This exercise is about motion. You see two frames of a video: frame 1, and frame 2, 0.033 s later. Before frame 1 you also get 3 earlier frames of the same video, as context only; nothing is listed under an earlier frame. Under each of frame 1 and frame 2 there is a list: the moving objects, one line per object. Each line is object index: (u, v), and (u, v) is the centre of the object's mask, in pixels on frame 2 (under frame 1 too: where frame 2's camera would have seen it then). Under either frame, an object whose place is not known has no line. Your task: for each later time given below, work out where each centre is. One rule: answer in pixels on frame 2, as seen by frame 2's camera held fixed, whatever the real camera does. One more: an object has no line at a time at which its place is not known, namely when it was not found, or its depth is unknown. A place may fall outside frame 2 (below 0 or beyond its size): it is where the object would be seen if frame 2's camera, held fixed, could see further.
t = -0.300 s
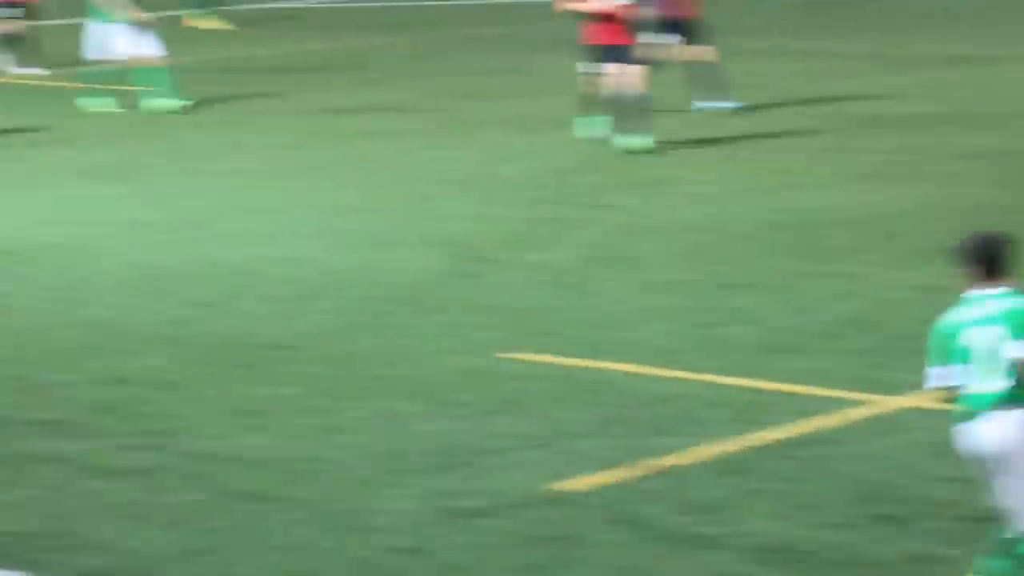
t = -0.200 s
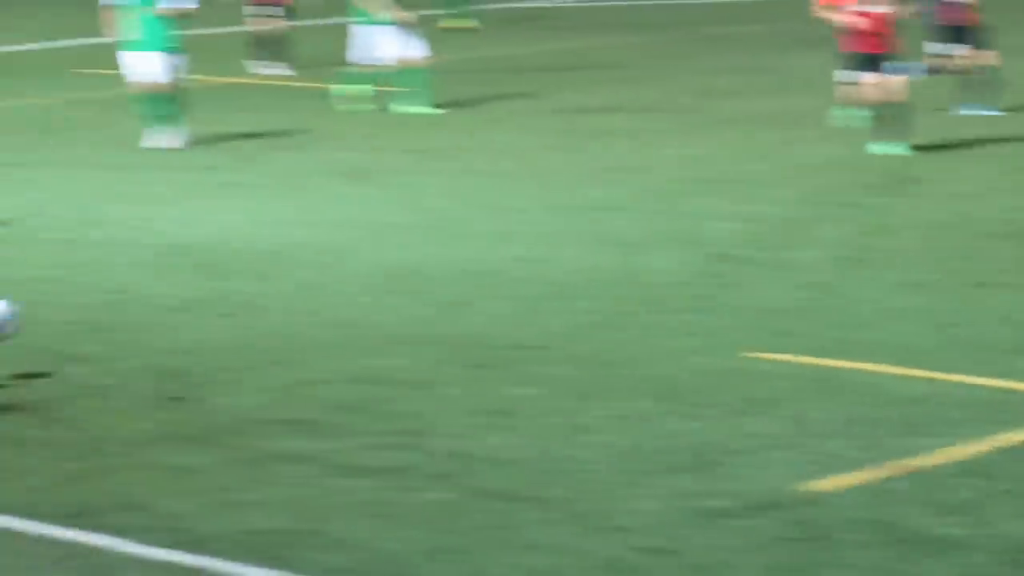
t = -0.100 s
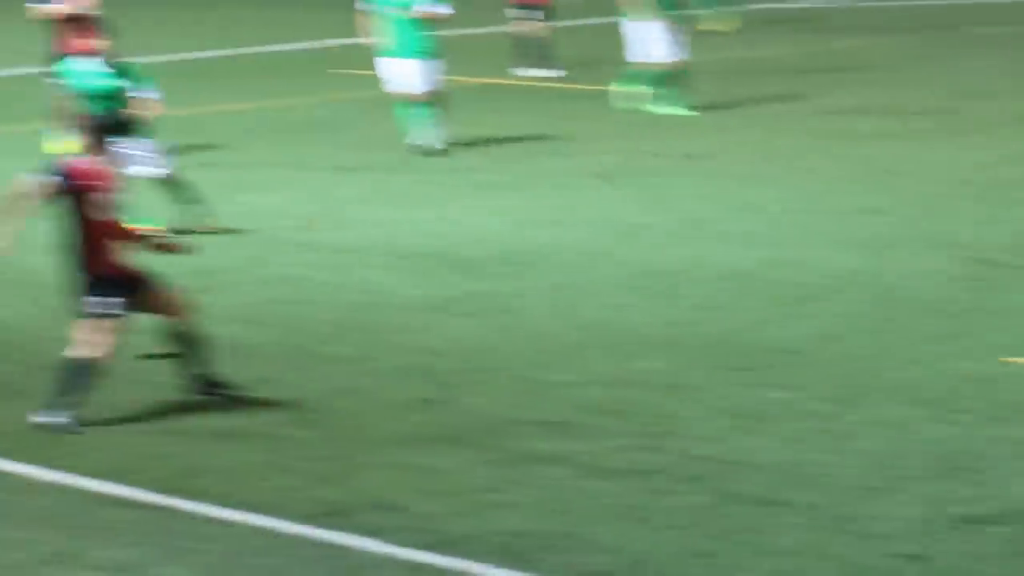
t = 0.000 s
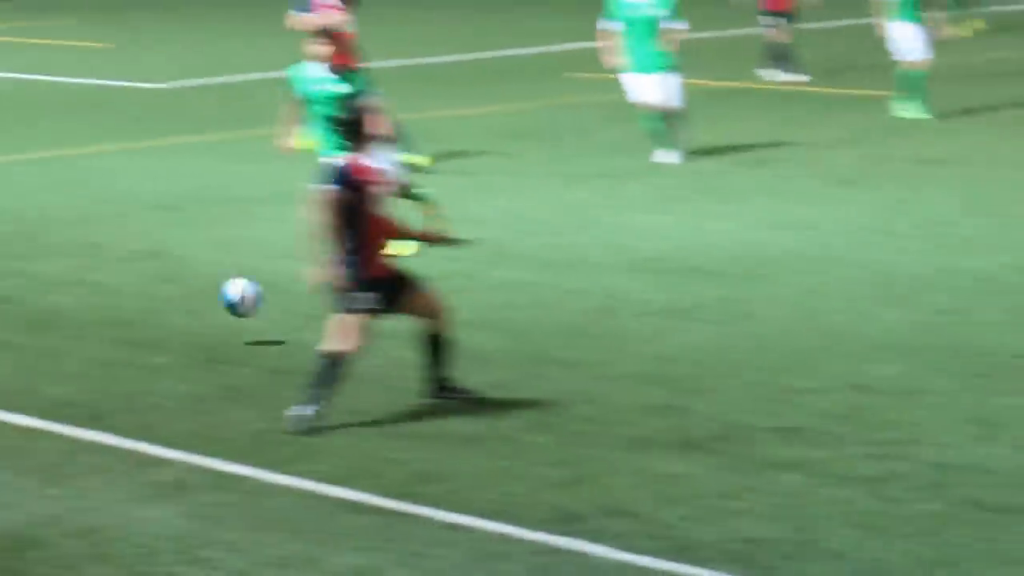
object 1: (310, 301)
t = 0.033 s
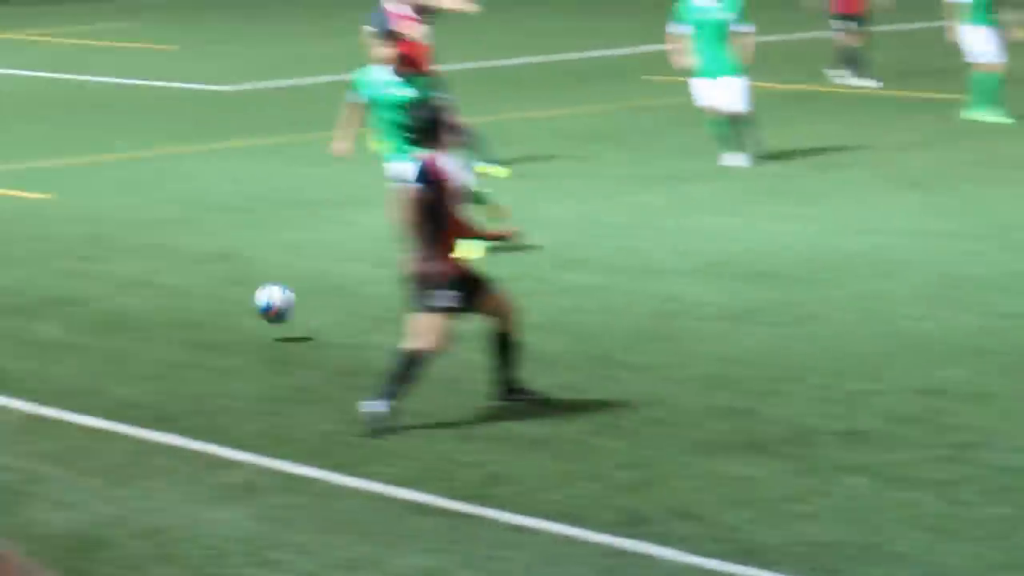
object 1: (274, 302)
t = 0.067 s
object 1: (240, 308)
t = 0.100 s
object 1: (209, 311)
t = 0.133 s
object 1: (181, 298)
